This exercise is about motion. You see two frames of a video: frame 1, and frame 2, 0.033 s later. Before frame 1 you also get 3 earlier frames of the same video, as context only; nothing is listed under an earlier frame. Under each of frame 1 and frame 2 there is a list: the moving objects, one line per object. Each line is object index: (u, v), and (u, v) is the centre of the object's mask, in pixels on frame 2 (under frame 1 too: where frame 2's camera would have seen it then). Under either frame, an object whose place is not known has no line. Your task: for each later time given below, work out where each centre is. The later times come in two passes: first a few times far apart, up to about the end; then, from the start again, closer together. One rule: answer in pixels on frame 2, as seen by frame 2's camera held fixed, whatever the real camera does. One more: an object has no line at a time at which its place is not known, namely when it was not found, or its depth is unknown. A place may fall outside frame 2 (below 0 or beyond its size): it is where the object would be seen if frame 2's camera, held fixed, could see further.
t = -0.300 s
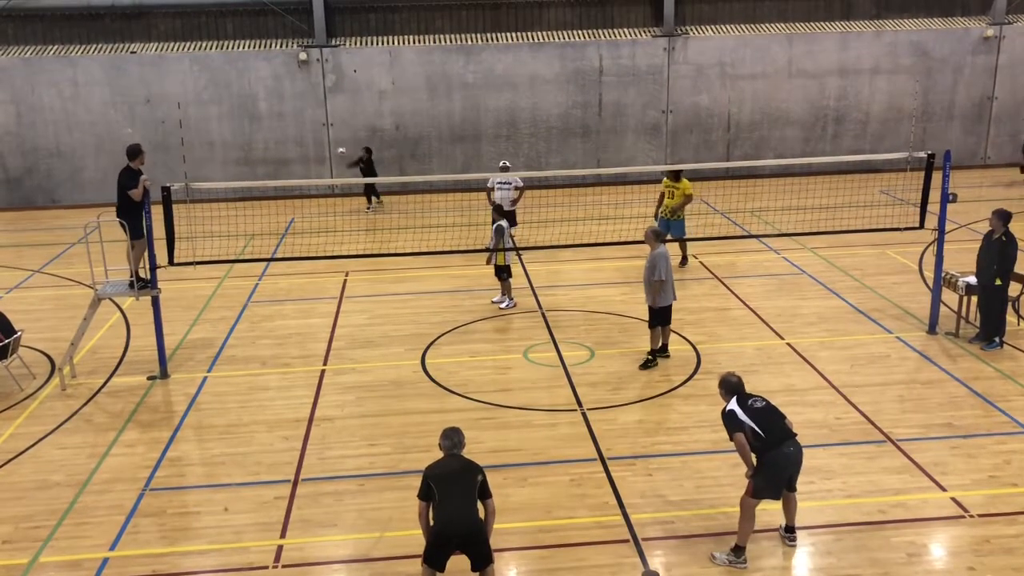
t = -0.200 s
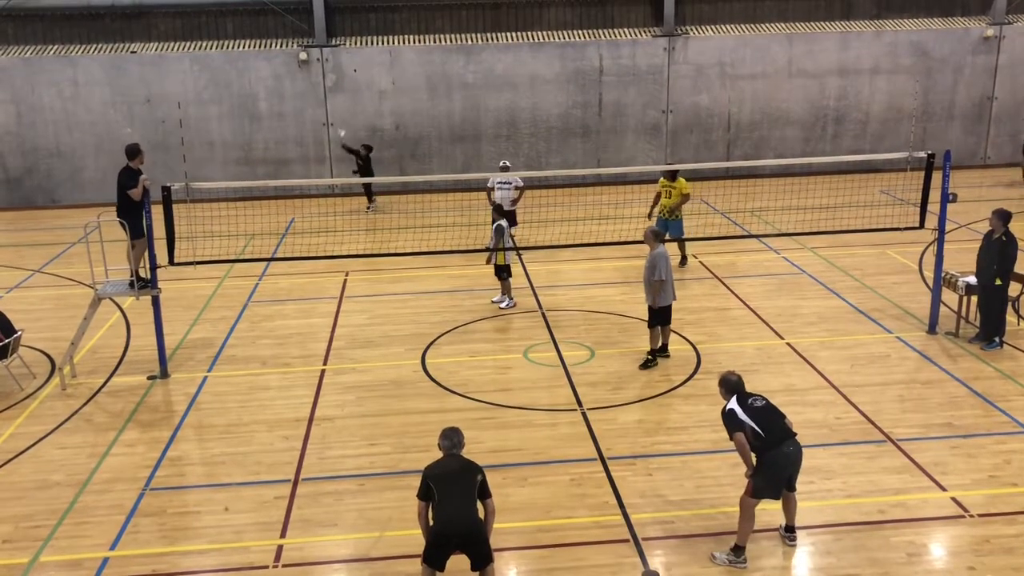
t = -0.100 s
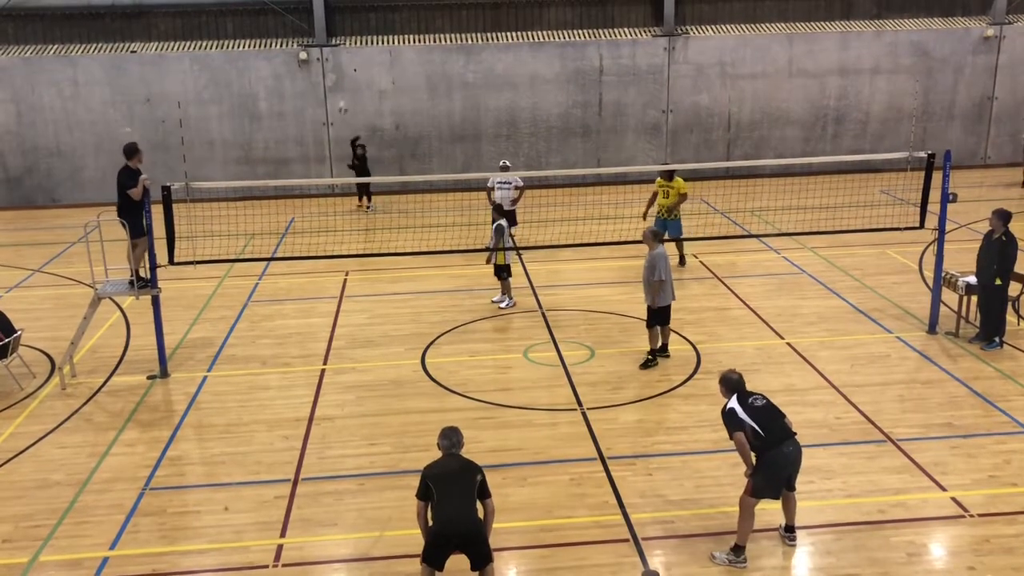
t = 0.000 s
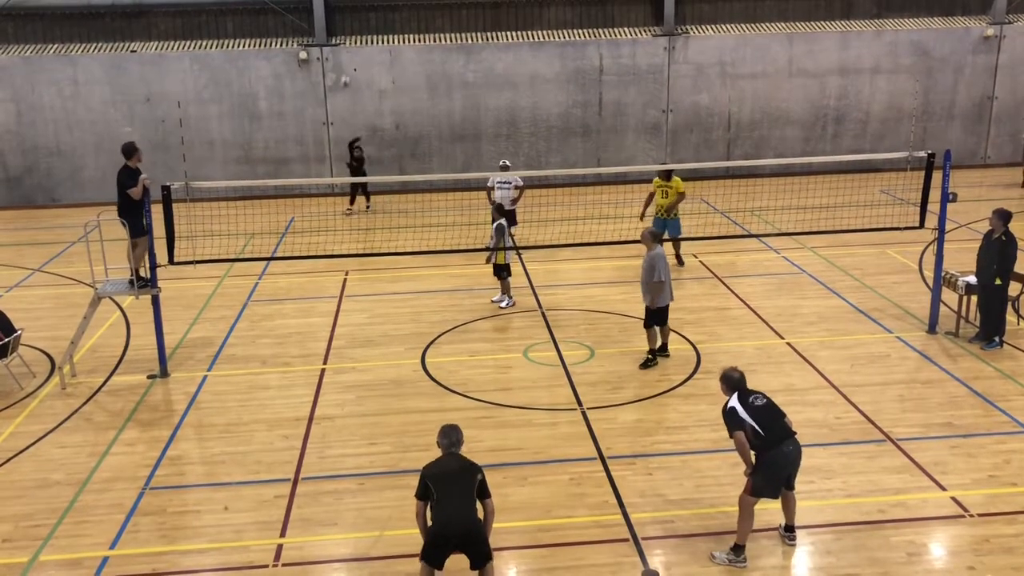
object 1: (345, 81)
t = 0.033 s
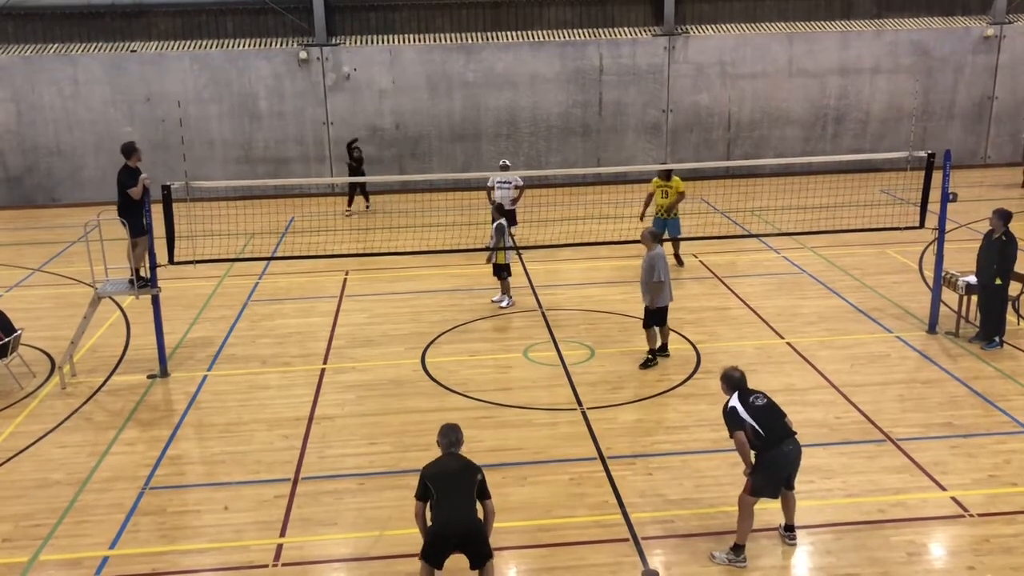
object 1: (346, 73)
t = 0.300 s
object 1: (357, 26)
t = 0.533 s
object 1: (376, 17)
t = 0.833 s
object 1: (415, 88)
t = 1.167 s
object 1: (477, 354)
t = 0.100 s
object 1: (347, 58)
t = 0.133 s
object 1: (350, 52)
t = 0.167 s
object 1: (351, 45)
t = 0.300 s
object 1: (357, 26)
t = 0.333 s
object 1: (360, 24)
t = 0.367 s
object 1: (362, 20)
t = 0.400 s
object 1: (364, 18)
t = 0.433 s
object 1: (367, 16)
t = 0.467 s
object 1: (369, 16)
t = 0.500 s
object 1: (372, 16)
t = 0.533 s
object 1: (376, 17)
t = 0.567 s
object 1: (380, 19)
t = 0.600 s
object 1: (383, 23)
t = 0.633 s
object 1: (387, 27)
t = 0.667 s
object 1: (392, 32)
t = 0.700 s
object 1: (396, 40)
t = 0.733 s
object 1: (401, 51)
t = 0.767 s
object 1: (404, 62)
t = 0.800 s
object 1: (411, 76)
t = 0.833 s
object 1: (415, 88)
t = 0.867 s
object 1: (420, 102)
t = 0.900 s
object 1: (426, 116)
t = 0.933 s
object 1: (432, 140)
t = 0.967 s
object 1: (438, 161)
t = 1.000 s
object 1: (444, 188)
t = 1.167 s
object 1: (477, 354)
